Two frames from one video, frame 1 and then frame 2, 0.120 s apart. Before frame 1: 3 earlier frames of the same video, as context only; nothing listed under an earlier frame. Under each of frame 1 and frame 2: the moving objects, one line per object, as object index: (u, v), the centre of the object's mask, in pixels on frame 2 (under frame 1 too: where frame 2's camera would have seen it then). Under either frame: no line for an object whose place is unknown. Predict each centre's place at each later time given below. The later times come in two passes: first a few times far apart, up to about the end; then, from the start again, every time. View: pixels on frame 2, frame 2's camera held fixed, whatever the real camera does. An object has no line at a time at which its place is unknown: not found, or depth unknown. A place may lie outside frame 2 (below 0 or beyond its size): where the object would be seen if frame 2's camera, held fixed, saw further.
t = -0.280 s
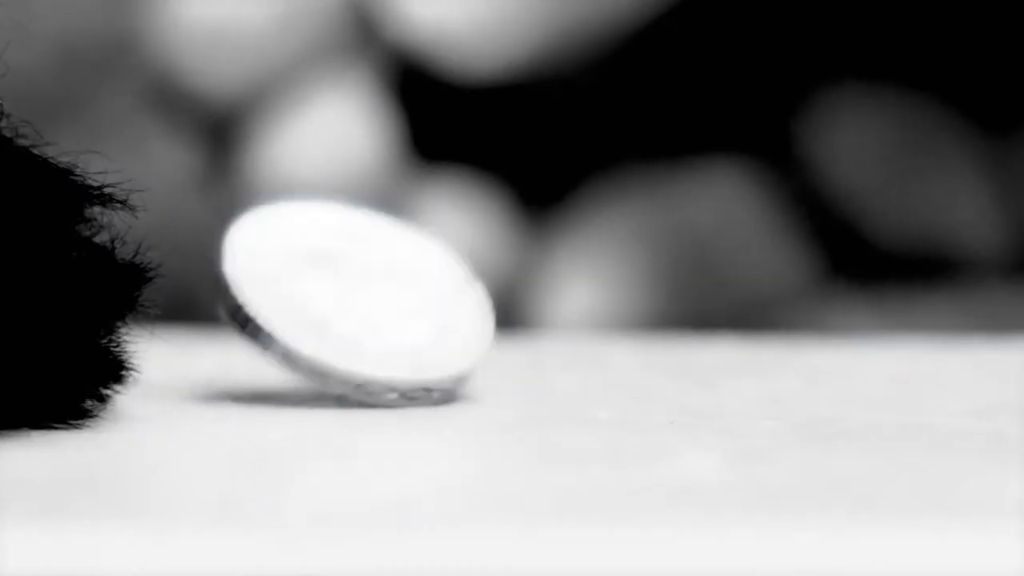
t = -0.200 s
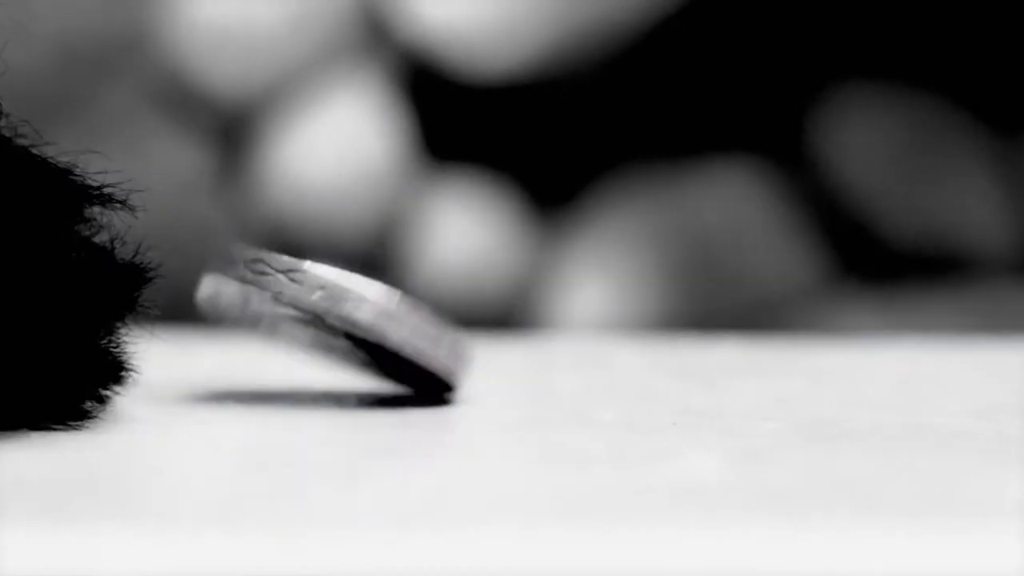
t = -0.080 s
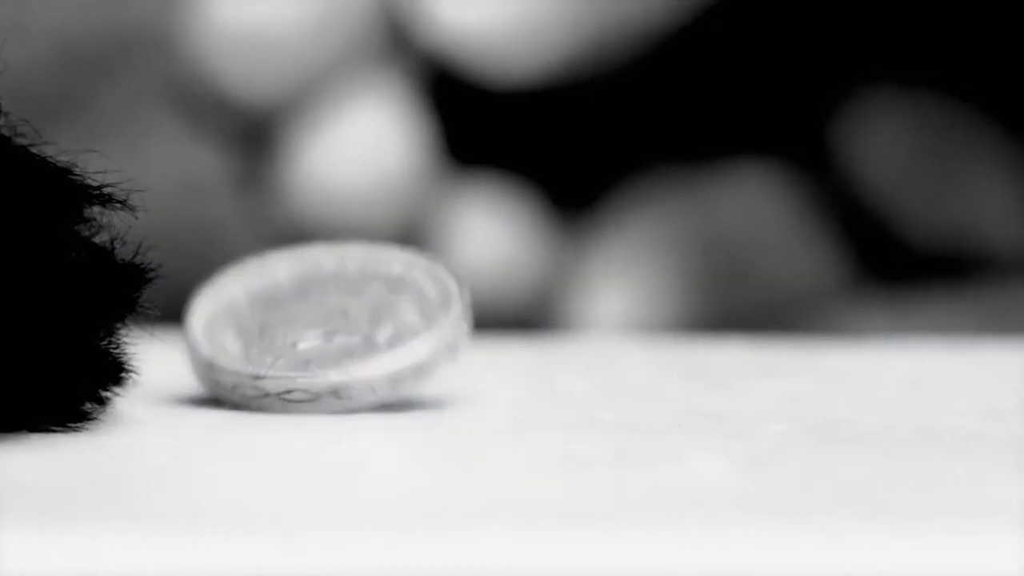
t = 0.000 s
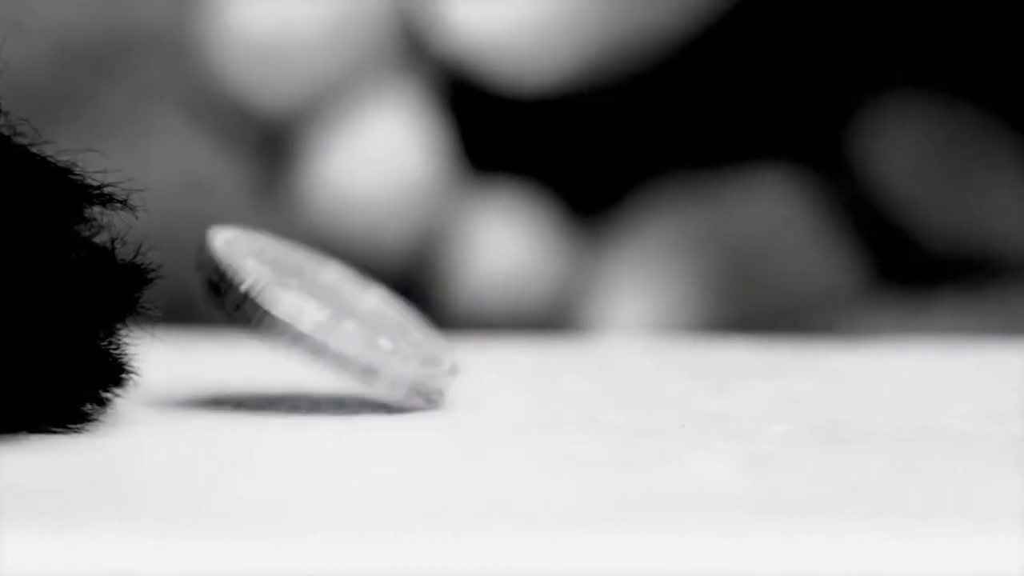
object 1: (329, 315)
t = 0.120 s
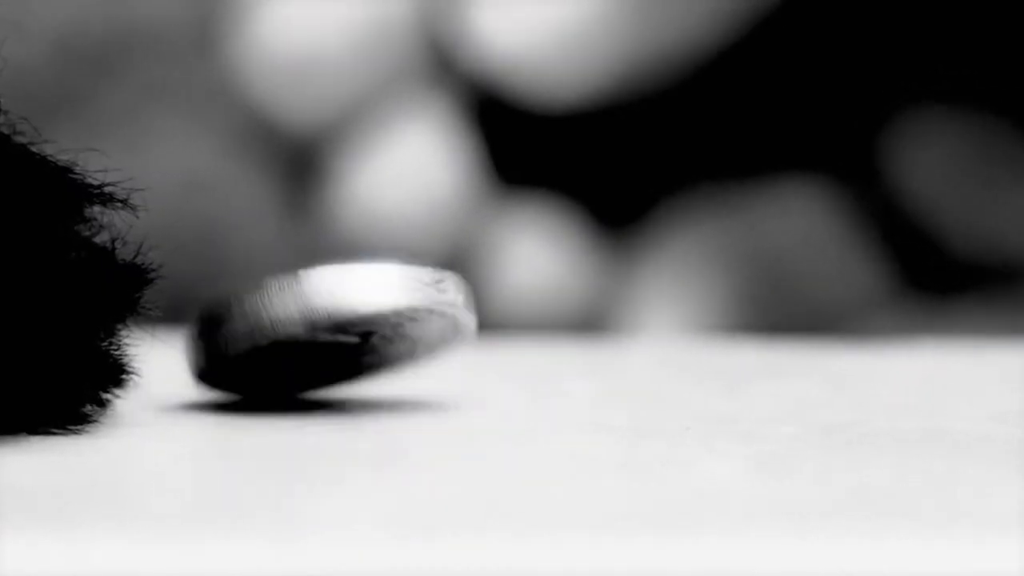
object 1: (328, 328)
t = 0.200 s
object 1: (333, 342)
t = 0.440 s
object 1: (351, 341)
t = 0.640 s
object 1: (363, 333)
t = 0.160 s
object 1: (328, 337)
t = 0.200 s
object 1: (333, 342)
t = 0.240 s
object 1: (344, 334)
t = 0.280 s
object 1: (338, 325)
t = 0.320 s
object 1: (347, 324)
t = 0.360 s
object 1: (348, 325)
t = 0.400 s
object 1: (360, 328)
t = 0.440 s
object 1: (351, 341)
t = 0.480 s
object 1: (360, 347)
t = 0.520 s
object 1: (361, 344)
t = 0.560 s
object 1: (365, 338)
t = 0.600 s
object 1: (363, 335)
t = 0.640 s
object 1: (363, 333)
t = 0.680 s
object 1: (358, 337)
